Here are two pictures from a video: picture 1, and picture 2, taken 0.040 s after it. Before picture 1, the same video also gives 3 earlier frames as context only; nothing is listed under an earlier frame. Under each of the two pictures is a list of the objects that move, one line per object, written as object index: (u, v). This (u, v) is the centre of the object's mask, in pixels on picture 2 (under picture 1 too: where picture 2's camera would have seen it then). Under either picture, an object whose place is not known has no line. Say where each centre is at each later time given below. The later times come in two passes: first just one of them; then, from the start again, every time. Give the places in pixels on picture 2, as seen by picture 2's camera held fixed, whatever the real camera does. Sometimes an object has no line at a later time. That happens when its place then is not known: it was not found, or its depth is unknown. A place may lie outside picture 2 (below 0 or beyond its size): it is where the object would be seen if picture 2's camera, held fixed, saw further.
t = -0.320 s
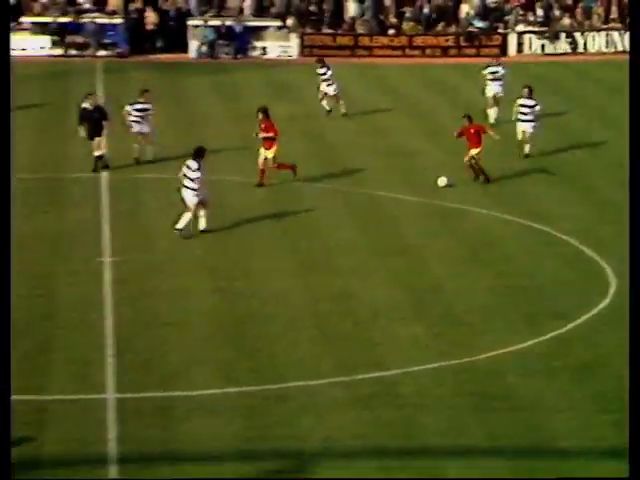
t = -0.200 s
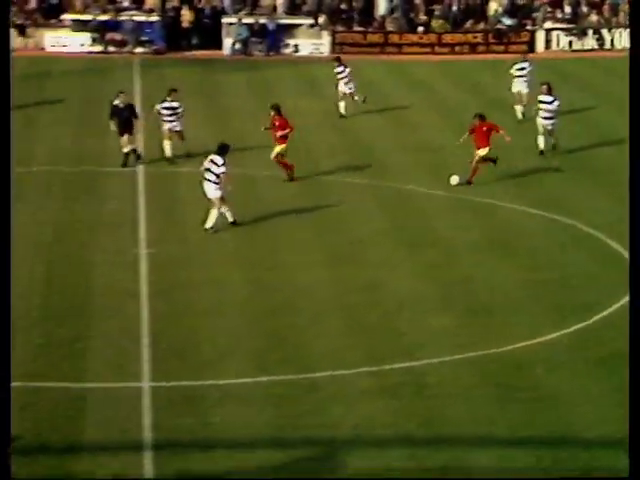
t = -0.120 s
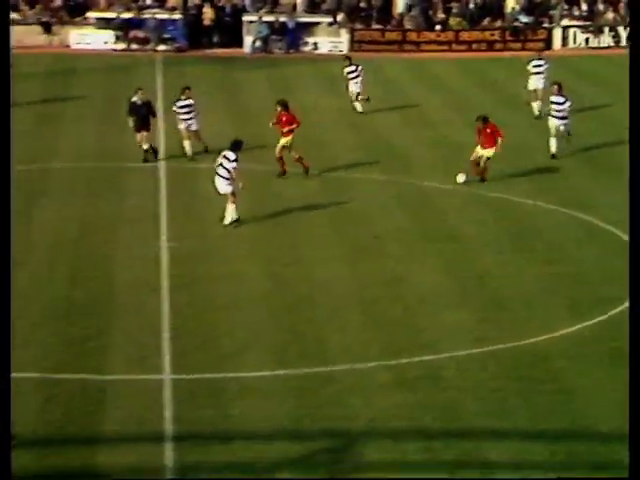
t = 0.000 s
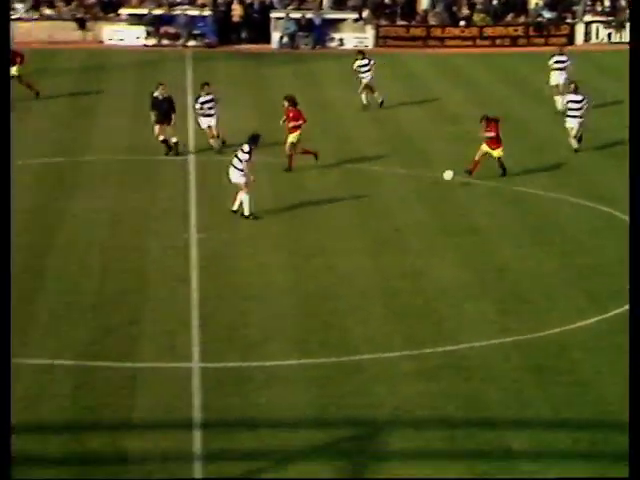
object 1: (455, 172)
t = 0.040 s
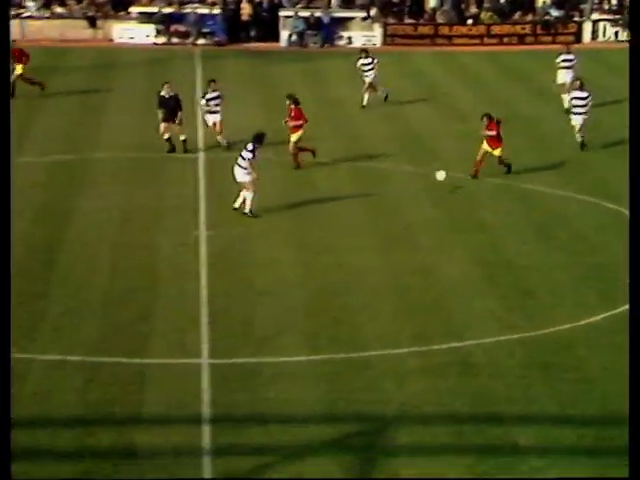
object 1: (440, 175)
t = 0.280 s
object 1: (348, 213)
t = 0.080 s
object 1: (425, 179)
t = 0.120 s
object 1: (410, 183)
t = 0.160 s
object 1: (394, 189)
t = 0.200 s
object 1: (379, 196)
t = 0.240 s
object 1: (364, 204)
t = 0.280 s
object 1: (348, 213)
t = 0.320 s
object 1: (333, 223)
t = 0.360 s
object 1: (317, 234)
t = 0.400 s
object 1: (305, 235)
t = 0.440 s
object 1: (292, 237)
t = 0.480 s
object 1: (280, 240)
